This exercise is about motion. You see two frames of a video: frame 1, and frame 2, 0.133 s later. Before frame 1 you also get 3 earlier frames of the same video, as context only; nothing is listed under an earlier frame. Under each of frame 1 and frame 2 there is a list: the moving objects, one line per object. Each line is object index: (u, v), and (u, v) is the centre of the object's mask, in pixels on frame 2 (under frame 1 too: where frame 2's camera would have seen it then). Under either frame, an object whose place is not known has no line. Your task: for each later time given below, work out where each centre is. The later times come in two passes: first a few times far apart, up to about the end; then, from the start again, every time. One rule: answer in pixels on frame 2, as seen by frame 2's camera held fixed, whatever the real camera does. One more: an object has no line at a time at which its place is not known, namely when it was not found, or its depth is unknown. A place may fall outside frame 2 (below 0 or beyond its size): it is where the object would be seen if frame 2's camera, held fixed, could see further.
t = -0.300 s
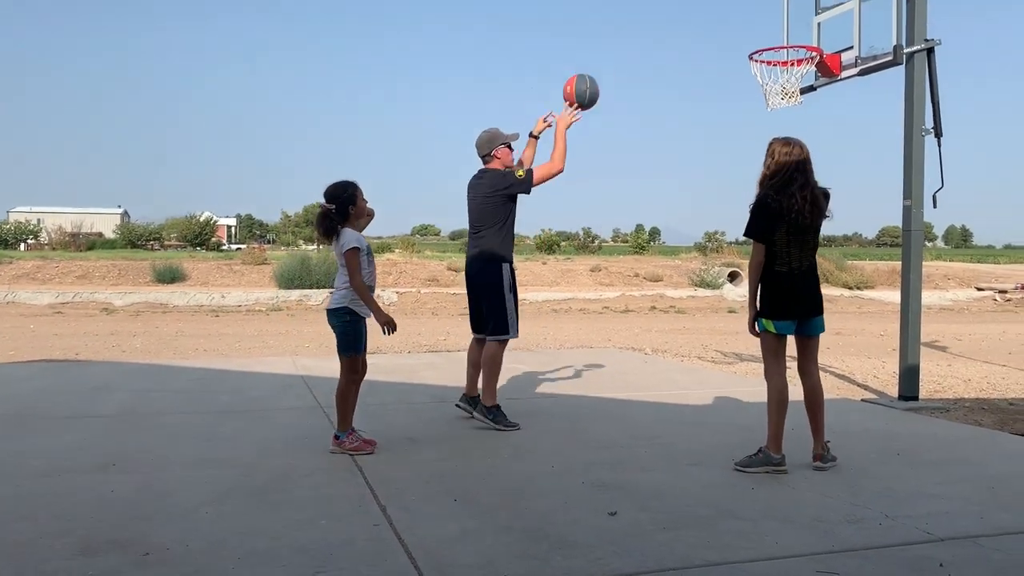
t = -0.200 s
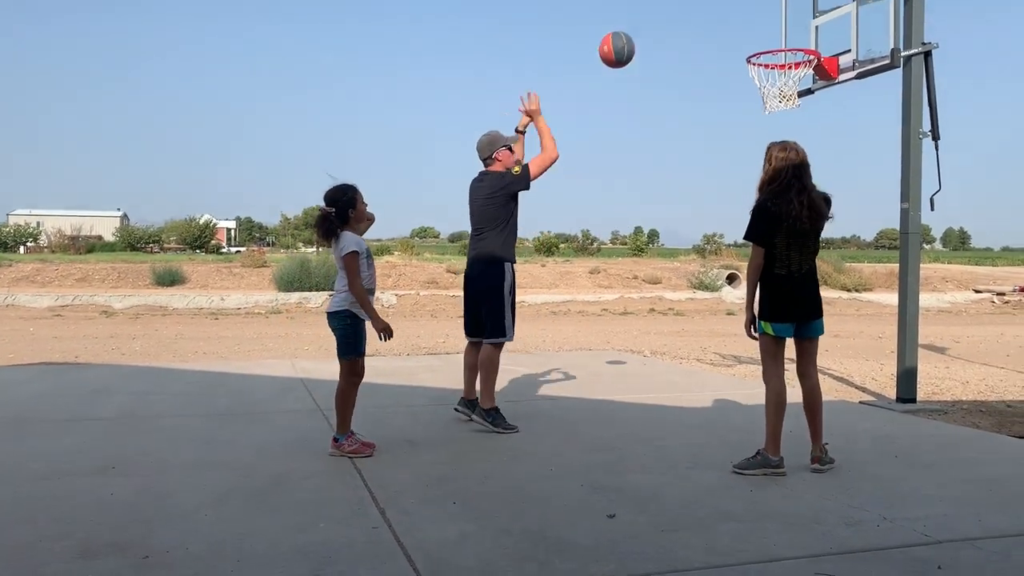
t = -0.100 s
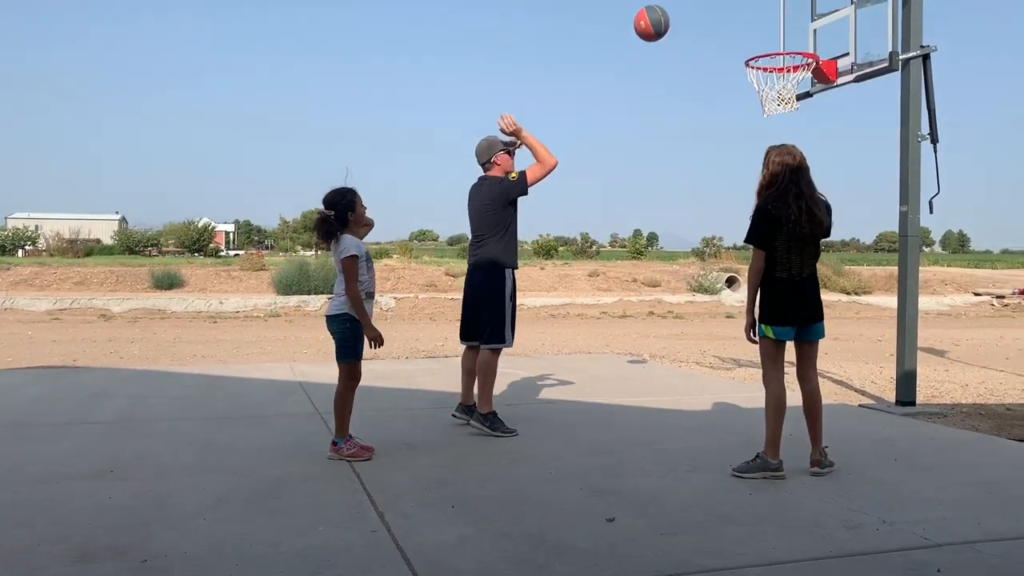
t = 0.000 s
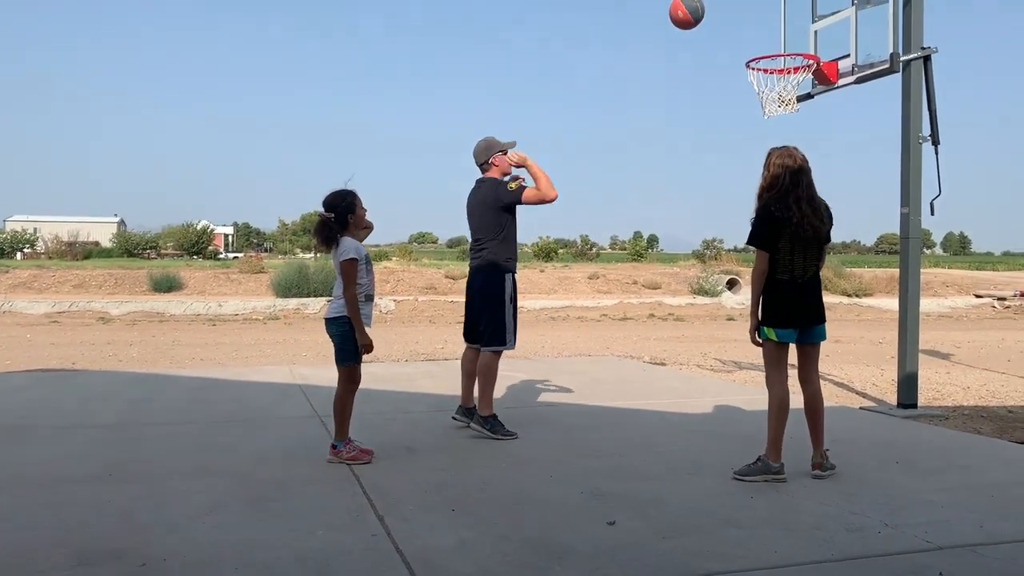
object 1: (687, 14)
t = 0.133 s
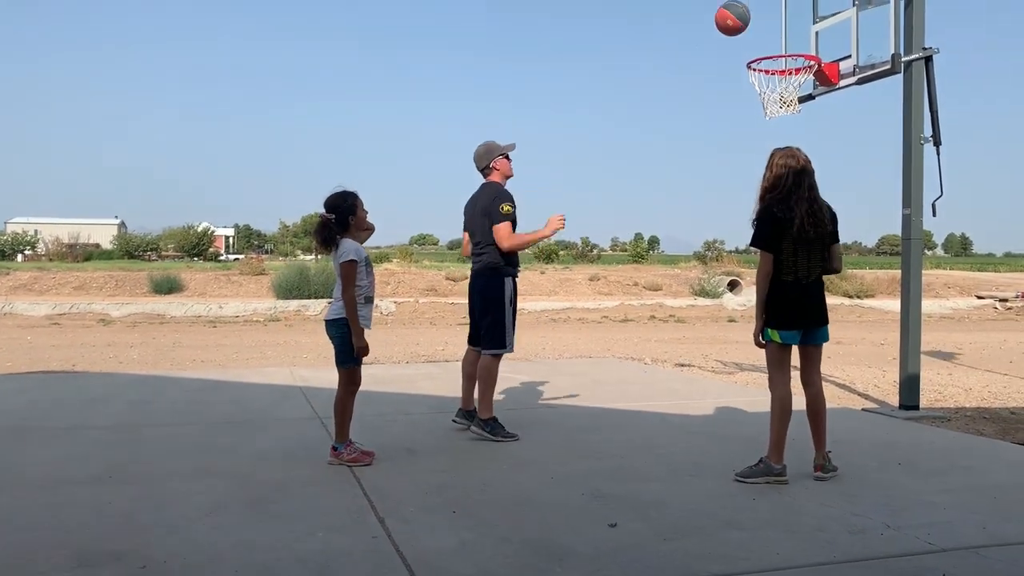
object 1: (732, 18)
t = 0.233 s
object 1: (764, 39)
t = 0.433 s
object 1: (797, 93)
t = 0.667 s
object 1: (768, 125)
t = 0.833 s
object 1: (744, 189)
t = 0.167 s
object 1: (743, 24)
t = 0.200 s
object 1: (754, 30)
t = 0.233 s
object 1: (764, 39)
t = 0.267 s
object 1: (775, 49)
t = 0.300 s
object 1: (785, 61)
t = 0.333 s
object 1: (791, 71)
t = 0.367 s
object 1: (795, 75)
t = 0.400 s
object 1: (796, 86)
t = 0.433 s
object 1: (797, 93)
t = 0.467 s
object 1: (795, 97)
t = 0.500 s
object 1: (792, 100)
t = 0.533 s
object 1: (786, 102)
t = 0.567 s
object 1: (783, 109)
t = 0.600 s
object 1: (778, 112)
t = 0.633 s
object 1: (773, 117)
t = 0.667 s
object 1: (768, 125)
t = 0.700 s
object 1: (763, 135)
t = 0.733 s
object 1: (758, 145)
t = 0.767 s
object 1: (753, 158)
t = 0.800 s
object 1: (748, 173)
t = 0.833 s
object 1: (744, 189)
